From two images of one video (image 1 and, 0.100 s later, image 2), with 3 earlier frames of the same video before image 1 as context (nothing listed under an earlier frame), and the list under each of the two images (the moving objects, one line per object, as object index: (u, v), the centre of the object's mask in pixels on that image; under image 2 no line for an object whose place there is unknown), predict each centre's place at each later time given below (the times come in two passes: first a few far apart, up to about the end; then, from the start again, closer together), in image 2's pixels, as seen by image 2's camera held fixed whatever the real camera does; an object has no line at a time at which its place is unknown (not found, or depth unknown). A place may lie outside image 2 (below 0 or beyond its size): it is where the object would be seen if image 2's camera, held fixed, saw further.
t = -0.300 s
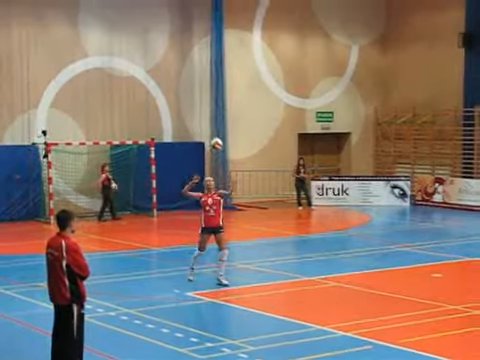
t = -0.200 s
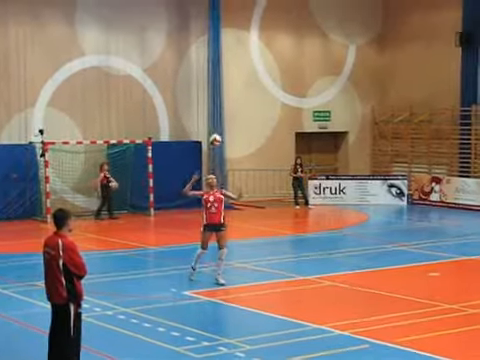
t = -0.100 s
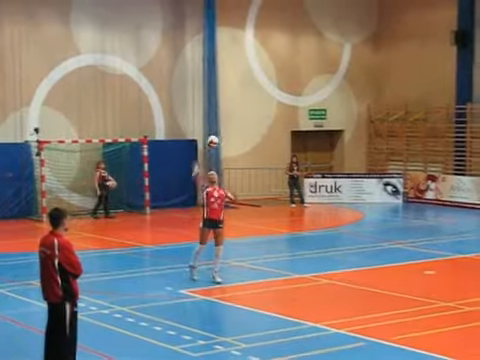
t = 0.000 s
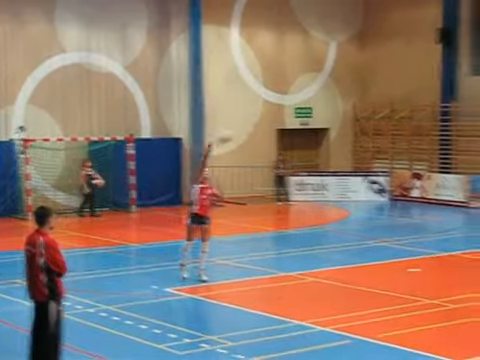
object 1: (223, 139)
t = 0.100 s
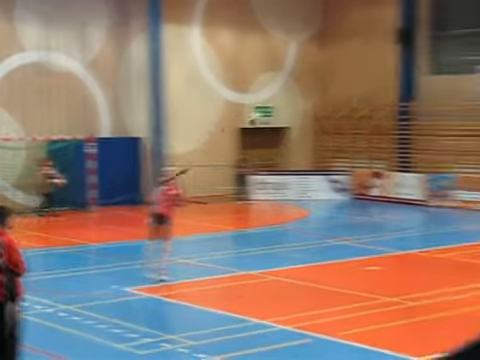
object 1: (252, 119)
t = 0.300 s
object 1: (420, 98)
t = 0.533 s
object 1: (677, 117)
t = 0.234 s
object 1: (362, 101)
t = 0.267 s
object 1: (390, 100)
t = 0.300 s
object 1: (420, 98)
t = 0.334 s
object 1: (452, 98)
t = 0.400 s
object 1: (519, 100)
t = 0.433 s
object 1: (556, 103)
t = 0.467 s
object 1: (594, 107)
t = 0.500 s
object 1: (634, 111)
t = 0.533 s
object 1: (677, 117)
